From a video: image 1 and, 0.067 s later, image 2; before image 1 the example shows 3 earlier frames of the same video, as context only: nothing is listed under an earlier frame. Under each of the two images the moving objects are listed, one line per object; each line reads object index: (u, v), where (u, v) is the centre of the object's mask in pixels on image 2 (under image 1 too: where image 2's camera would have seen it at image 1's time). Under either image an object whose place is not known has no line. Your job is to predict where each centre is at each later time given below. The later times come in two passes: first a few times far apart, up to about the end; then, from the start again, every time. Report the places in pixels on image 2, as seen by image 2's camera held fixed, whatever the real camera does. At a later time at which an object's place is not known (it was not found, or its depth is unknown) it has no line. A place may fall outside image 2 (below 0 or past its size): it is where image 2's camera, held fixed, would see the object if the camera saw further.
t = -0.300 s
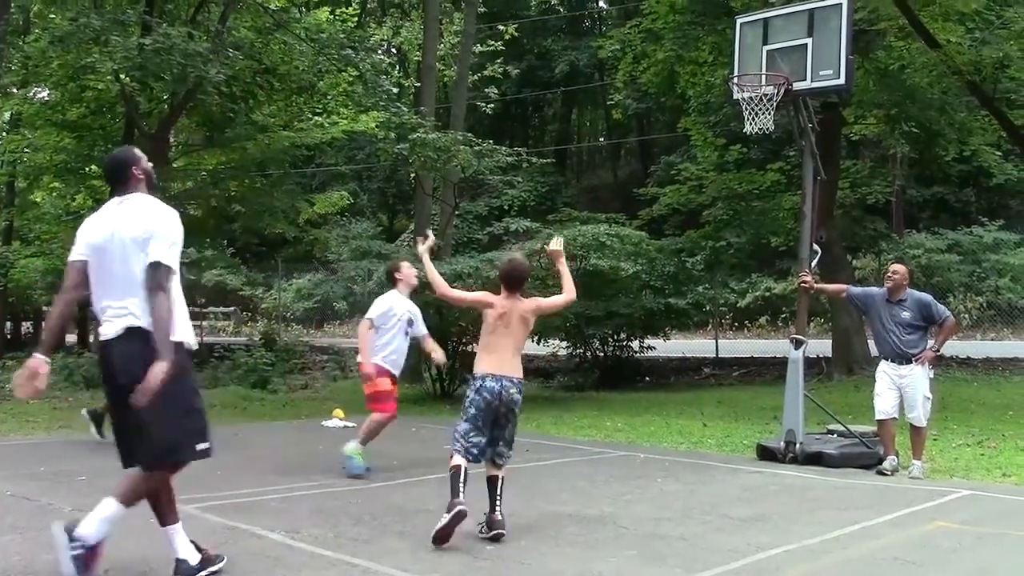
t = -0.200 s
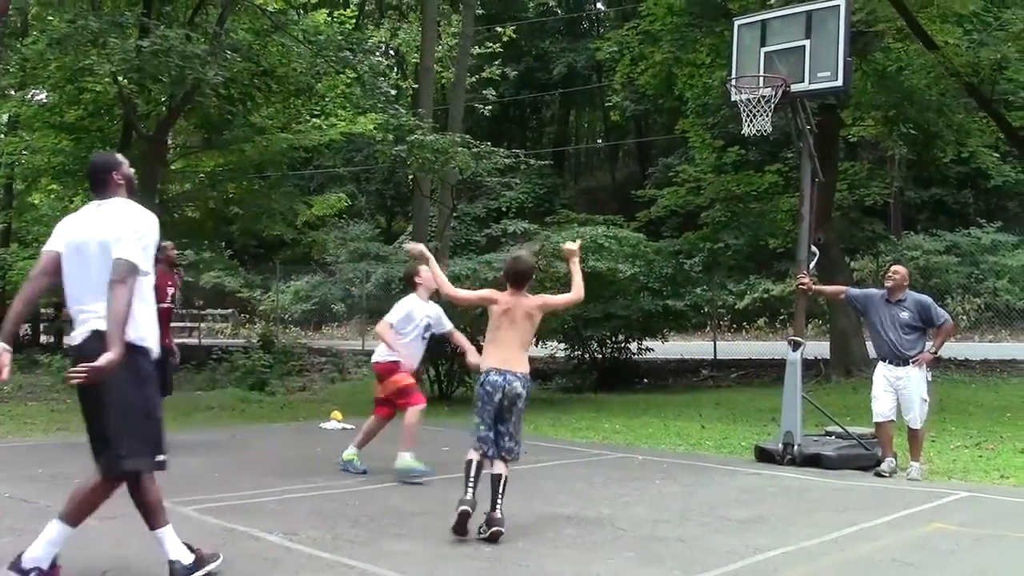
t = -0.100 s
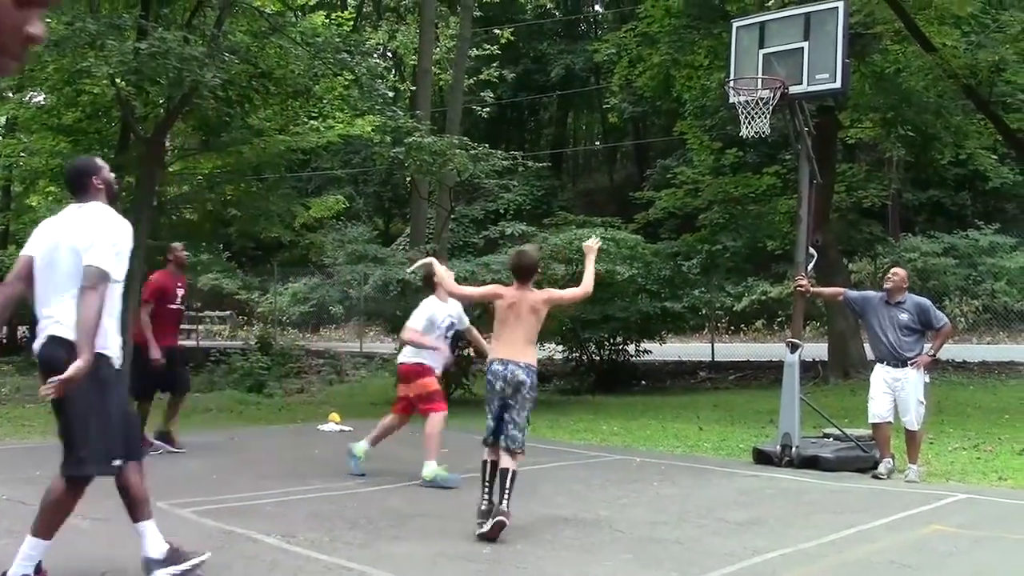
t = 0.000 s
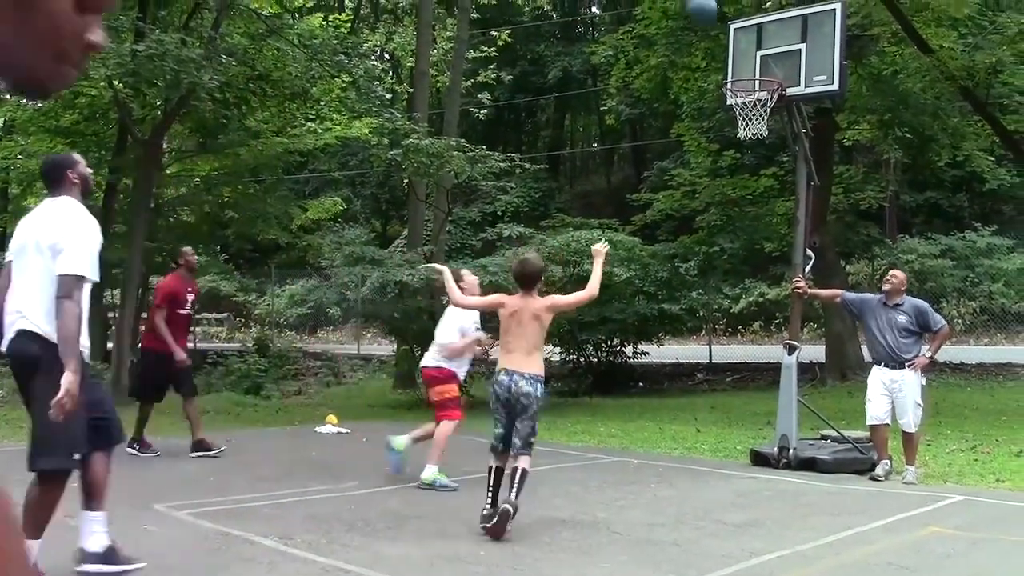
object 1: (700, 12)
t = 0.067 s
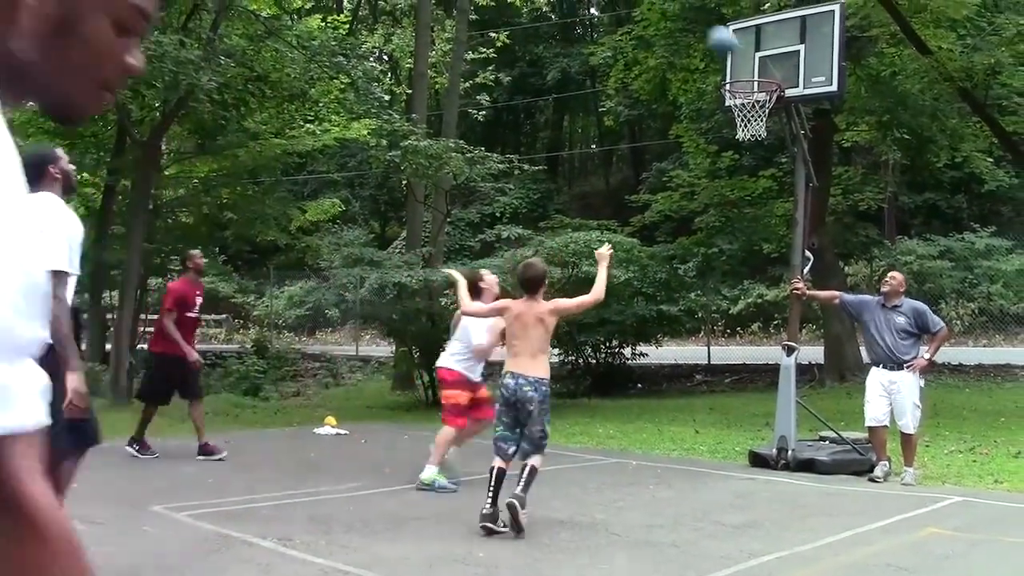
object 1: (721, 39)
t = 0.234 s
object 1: (756, 101)
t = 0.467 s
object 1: (732, 195)
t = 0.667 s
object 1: (710, 331)
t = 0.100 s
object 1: (732, 60)
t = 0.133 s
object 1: (742, 71)
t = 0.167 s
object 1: (752, 84)
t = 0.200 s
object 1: (757, 94)
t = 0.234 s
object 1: (756, 101)
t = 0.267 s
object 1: (749, 107)
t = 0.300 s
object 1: (748, 124)
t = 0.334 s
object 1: (744, 136)
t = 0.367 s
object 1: (742, 147)
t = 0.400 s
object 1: (738, 162)
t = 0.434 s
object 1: (734, 179)
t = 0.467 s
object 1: (732, 195)
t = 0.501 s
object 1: (728, 212)
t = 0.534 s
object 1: (724, 234)
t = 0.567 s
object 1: (721, 257)
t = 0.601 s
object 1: (718, 280)
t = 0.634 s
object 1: (715, 306)
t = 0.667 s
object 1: (710, 331)
